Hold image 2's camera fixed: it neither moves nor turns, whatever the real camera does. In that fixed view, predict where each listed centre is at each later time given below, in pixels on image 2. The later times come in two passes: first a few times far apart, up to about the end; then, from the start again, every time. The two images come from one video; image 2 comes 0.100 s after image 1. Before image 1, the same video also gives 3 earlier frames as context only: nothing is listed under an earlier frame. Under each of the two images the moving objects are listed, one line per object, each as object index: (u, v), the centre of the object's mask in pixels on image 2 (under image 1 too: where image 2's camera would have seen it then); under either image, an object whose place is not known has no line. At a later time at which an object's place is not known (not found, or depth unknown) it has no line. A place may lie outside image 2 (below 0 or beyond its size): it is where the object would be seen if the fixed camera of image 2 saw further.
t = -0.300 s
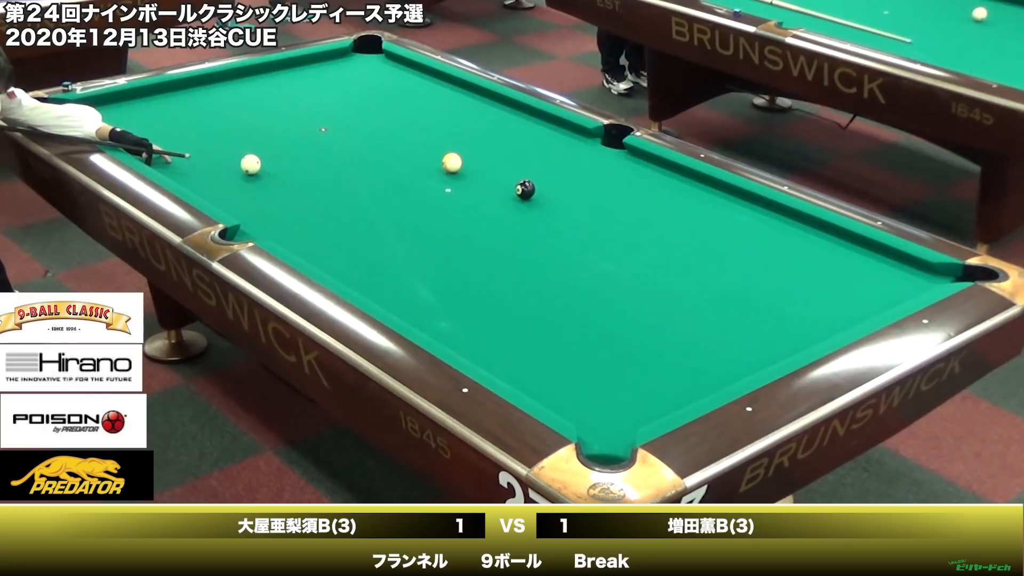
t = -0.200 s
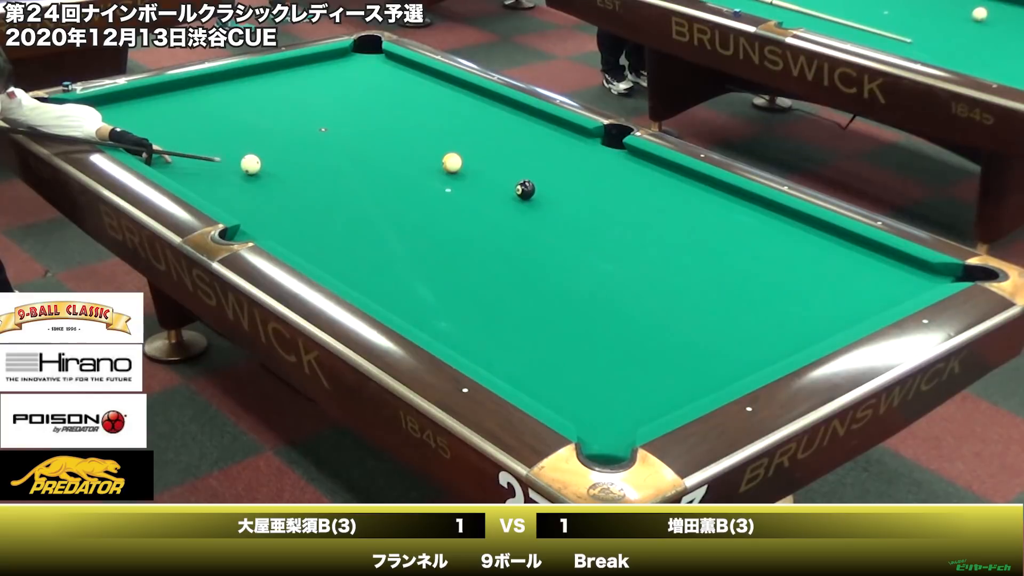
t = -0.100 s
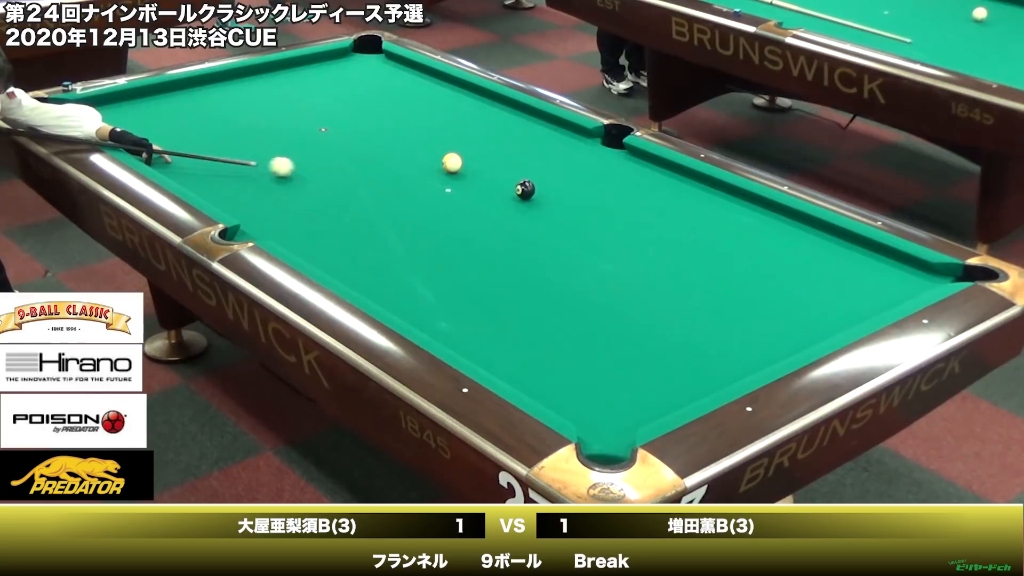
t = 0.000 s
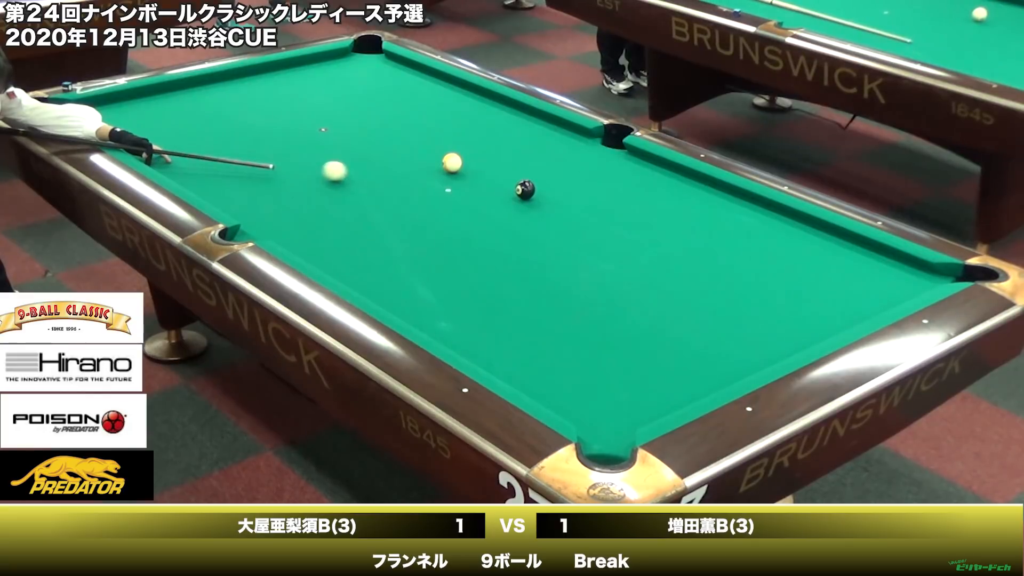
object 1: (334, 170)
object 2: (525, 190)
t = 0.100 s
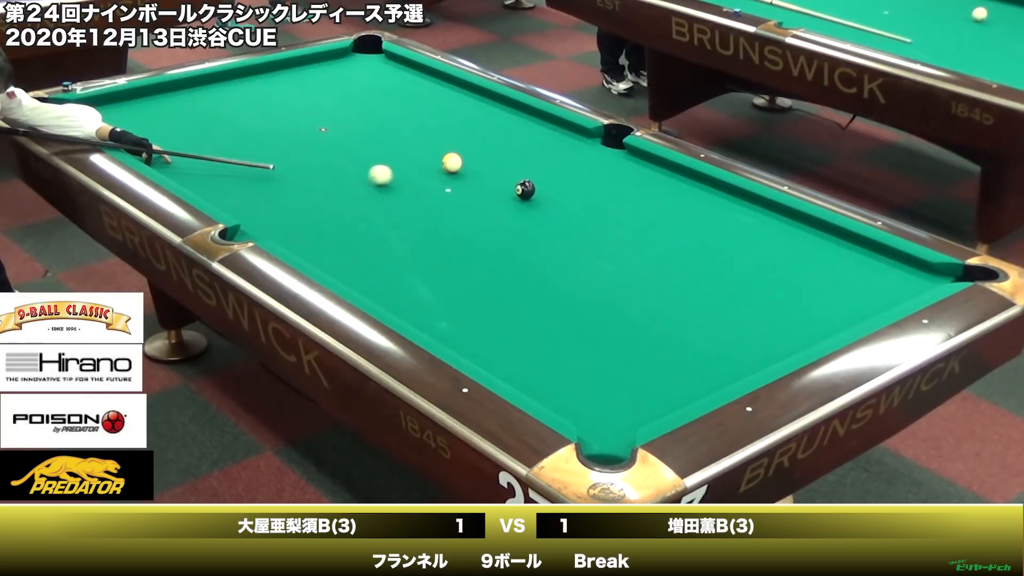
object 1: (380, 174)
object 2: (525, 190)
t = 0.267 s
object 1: (456, 180)
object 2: (525, 190)
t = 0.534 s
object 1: (524, 180)
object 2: (577, 200)
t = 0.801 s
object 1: (562, 174)
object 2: (648, 214)
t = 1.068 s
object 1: (597, 169)
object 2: (718, 229)
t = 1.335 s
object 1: (630, 164)
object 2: (788, 243)
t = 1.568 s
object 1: (655, 160)
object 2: (850, 255)
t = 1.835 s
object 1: (646, 165)
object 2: (920, 269)
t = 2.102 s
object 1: (638, 170)
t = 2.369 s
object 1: (631, 174)
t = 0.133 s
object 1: (396, 175)
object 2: (525, 190)
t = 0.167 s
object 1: (411, 176)
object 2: (525, 190)
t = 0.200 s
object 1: (426, 178)
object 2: (525, 190)
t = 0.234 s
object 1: (441, 179)
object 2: (525, 190)
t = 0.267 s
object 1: (456, 180)
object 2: (525, 190)
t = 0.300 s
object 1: (471, 182)
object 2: (525, 190)
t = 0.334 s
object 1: (486, 183)
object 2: (525, 190)
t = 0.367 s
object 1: (501, 184)
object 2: (525, 190)
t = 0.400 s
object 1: (508, 184)
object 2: (532, 191)
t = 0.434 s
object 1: (511, 183)
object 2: (545, 193)
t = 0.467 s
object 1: (515, 182)
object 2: (556, 196)
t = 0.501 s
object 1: (519, 181)
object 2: (567, 198)
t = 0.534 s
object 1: (524, 180)
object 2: (577, 200)
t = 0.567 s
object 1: (529, 179)
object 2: (586, 202)
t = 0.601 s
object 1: (534, 178)
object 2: (596, 204)
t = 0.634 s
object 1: (538, 178)
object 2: (604, 206)
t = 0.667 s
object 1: (543, 177)
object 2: (613, 207)
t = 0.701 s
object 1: (548, 176)
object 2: (621, 209)
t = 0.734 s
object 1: (552, 175)
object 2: (630, 211)
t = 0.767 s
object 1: (557, 175)
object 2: (638, 213)
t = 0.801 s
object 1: (562, 174)
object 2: (648, 214)
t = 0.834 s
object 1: (566, 173)
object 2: (656, 216)
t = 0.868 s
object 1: (571, 173)
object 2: (665, 218)
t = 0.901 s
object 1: (575, 172)
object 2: (674, 220)
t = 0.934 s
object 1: (580, 171)
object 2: (682, 222)
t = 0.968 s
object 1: (584, 170)
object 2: (691, 224)
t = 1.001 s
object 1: (588, 170)
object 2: (700, 225)
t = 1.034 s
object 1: (593, 169)
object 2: (709, 227)
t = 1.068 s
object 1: (597, 169)
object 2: (718, 229)
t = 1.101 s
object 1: (601, 168)
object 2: (727, 231)
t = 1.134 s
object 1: (605, 167)
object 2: (735, 232)
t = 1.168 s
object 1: (610, 167)
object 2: (744, 234)
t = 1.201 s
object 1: (613, 166)
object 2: (752, 236)
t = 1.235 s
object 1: (618, 165)
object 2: (761, 238)
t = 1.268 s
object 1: (622, 164)
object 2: (769, 239)
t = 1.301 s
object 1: (626, 164)
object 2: (779, 241)
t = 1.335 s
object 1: (630, 164)
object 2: (788, 243)
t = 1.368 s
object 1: (634, 163)
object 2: (797, 245)
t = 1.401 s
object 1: (638, 163)
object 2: (805, 247)
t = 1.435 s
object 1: (641, 162)
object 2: (814, 248)
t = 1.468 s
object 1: (645, 161)
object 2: (823, 250)
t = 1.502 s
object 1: (649, 161)
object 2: (832, 252)
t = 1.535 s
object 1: (653, 160)
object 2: (840, 253)
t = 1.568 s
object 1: (655, 160)
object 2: (850, 255)
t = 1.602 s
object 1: (653, 161)
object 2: (858, 257)
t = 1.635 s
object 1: (652, 161)
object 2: (867, 259)
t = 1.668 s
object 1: (651, 162)
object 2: (876, 260)
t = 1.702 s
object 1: (650, 163)
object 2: (885, 263)
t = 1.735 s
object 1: (649, 163)
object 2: (893, 264)
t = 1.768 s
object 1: (648, 164)
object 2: (902, 266)
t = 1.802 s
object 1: (646, 165)
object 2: (911, 267)
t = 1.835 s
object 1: (646, 165)
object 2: (920, 269)
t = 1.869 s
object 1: (644, 166)
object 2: (930, 272)
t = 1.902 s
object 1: (644, 166)
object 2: (939, 273)
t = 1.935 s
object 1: (642, 167)
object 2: (947, 273)
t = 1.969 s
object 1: (641, 168)
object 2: (955, 274)
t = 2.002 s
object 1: (641, 168)
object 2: (962, 277)
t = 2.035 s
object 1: (639, 169)
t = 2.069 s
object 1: (638, 169)
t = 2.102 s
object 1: (638, 170)
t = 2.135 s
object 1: (637, 170)
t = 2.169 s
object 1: (636, 171)
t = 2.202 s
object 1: (635, 171)
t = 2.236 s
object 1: (634, 172)
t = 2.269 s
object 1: (633, 172)
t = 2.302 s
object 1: (632, 173)
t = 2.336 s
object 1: (632, 174)
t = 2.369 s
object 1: (631, 174)
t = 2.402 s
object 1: (630, 175)
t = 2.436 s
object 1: (629, 175)
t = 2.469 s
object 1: (628, 176)
